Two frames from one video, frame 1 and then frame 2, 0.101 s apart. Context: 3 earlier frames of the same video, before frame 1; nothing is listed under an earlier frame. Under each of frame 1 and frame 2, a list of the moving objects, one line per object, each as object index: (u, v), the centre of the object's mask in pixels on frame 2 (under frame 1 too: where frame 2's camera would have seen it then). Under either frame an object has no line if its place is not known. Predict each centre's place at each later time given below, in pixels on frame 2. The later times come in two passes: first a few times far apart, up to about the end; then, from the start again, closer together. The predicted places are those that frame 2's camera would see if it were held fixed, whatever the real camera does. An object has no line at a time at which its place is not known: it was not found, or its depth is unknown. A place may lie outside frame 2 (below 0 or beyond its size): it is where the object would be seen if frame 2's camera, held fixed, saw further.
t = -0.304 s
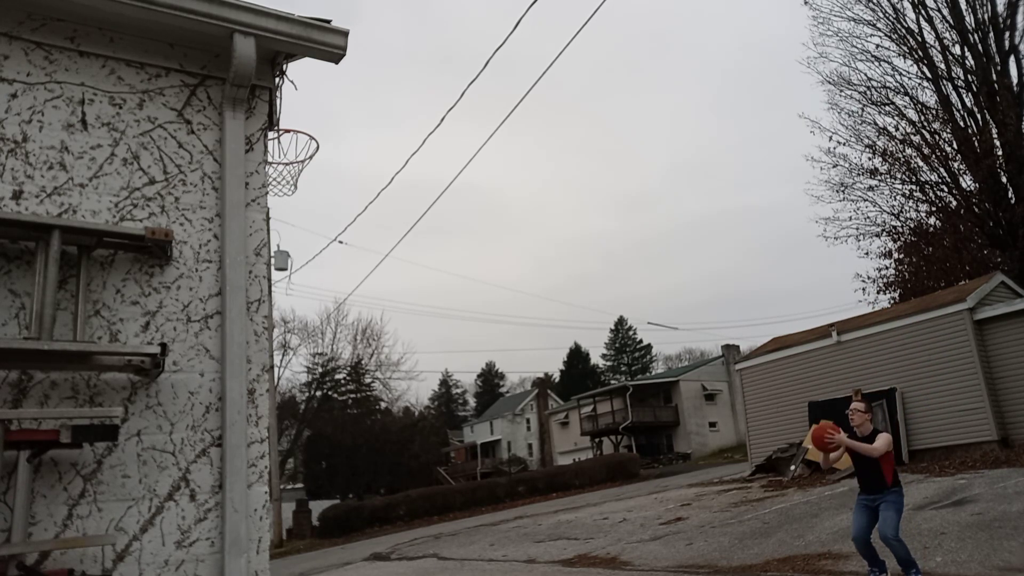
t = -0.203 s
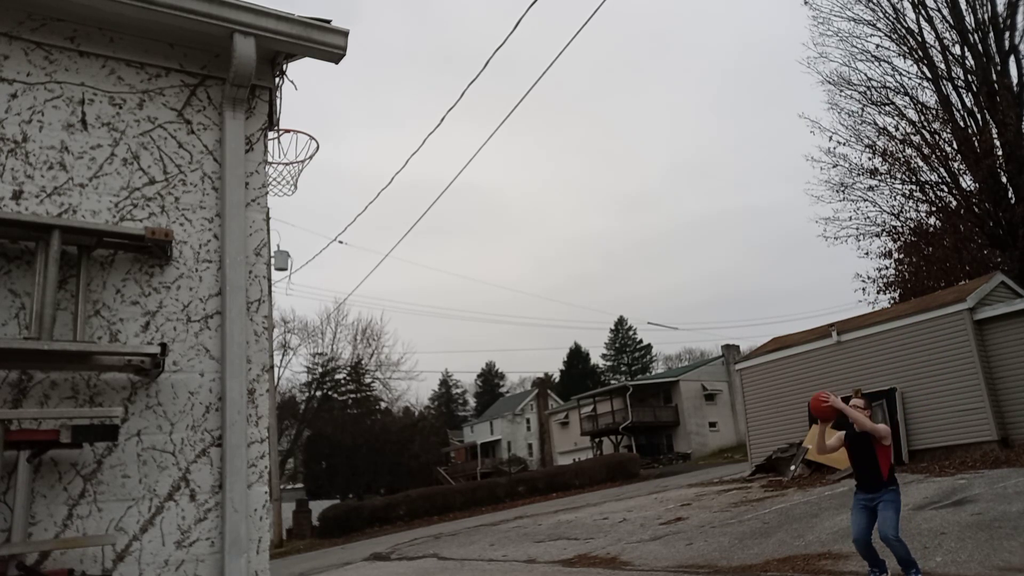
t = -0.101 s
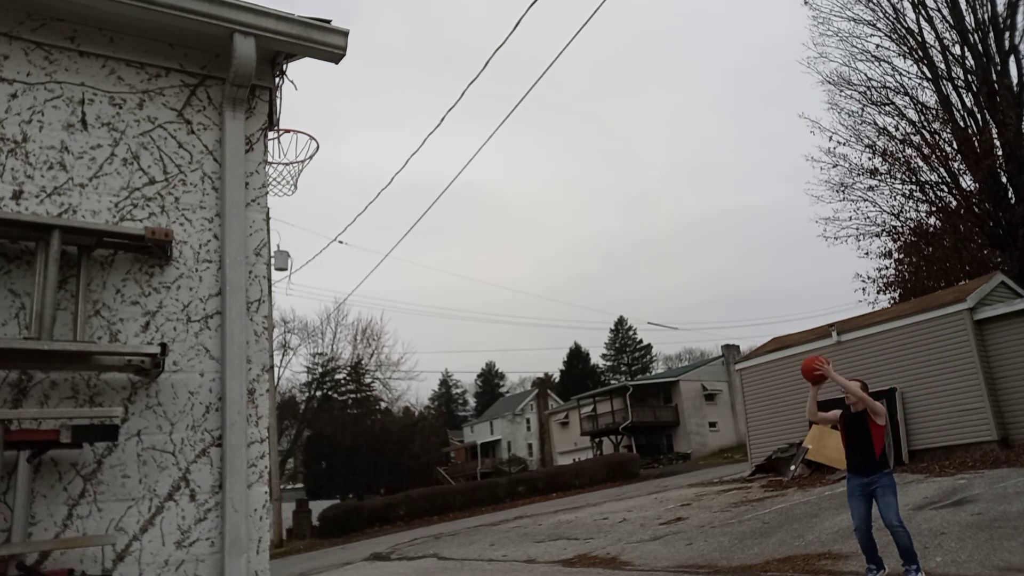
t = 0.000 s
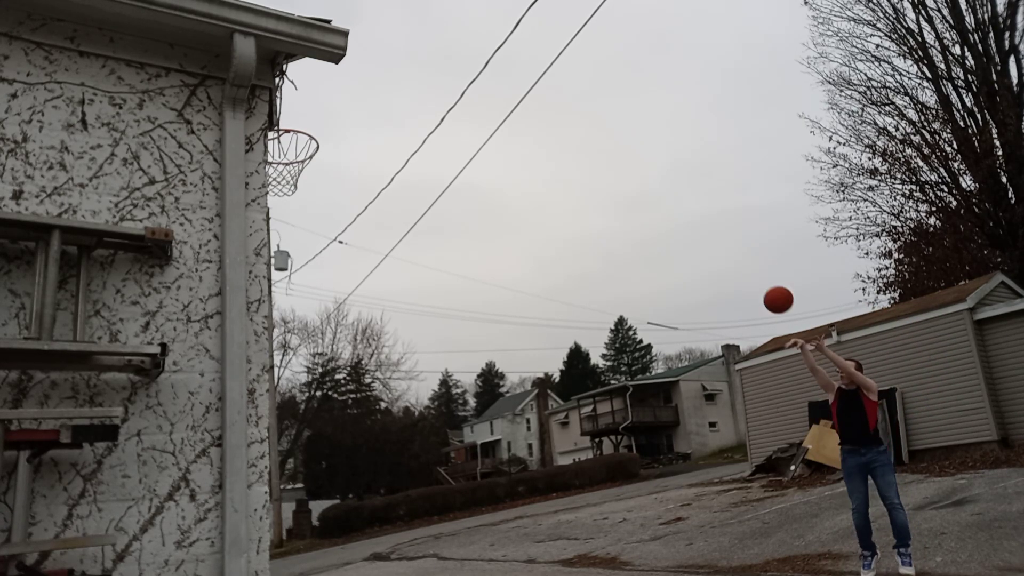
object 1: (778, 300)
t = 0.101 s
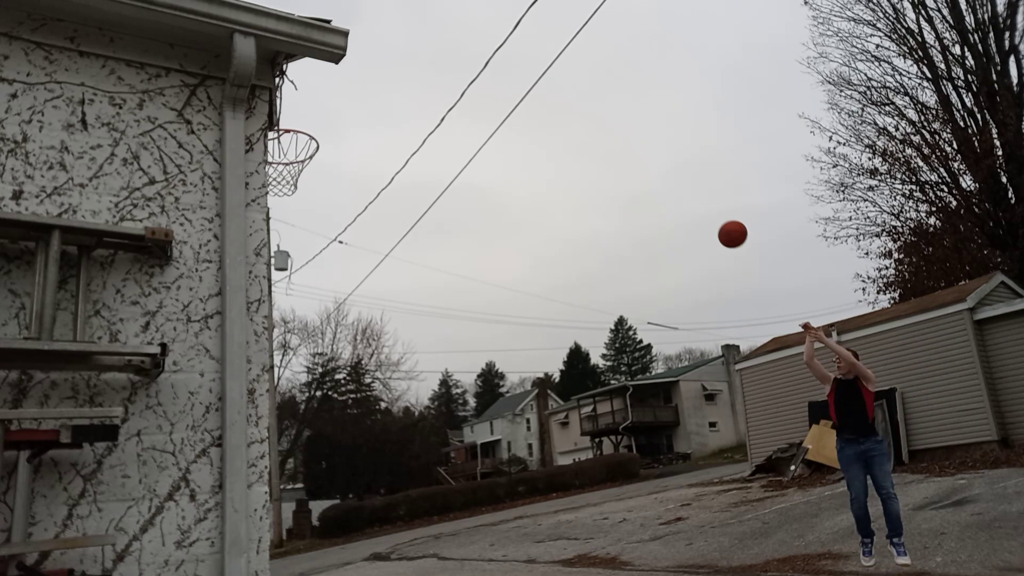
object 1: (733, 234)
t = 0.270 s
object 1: (660, 147)
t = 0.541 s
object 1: (547, 63)
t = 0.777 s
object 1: (444, 48)
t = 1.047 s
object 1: (306, 116)
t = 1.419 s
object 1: (281, 140)
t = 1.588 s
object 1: (289, 161)
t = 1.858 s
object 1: (280, 224)
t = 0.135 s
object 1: (718, 214)
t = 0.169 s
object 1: (703, 196)
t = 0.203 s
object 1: (689, 179)
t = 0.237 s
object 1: (674, 162)
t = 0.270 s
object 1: (660, 147)
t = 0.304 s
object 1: (646, 133)
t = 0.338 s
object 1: (632, 120)
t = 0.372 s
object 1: (618, 108)
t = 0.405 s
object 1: (604, 97)
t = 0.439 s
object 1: (589, 87)
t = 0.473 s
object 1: (575, 78)
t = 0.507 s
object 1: (561, 70)
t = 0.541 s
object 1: (547, 63)
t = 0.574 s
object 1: (533, 57)
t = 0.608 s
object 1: (518, 53)
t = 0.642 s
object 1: (504, 50)
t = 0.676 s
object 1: (489, 47)
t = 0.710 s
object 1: (474, 46)
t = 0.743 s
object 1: (459, 46)
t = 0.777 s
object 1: (444, 48)
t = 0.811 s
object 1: (428, 51)
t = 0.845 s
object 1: (412, 56)
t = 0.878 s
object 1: (396, 61)
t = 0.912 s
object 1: (379, 69)
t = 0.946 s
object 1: (362, 78)
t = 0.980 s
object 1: (344, 89)
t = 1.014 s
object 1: (325, 102)
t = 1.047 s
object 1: (306, 116)
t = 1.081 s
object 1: (294, 117)
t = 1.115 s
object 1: (288, 113)
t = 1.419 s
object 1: (281, 140)
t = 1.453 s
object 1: (283, 147)
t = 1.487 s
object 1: (285, 151)
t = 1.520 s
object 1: (286, 153)
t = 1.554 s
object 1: (287, 156)
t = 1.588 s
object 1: (289, 161)
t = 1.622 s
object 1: (291, 167)
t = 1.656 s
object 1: (291, 174)
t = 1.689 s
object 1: (290, 179)
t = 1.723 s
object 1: (288, 184)
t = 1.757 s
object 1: (285, 192)
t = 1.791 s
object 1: (284, 201)
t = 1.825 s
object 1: (282, 212)
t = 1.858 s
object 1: (280, 224)
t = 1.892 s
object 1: (279, 239)
